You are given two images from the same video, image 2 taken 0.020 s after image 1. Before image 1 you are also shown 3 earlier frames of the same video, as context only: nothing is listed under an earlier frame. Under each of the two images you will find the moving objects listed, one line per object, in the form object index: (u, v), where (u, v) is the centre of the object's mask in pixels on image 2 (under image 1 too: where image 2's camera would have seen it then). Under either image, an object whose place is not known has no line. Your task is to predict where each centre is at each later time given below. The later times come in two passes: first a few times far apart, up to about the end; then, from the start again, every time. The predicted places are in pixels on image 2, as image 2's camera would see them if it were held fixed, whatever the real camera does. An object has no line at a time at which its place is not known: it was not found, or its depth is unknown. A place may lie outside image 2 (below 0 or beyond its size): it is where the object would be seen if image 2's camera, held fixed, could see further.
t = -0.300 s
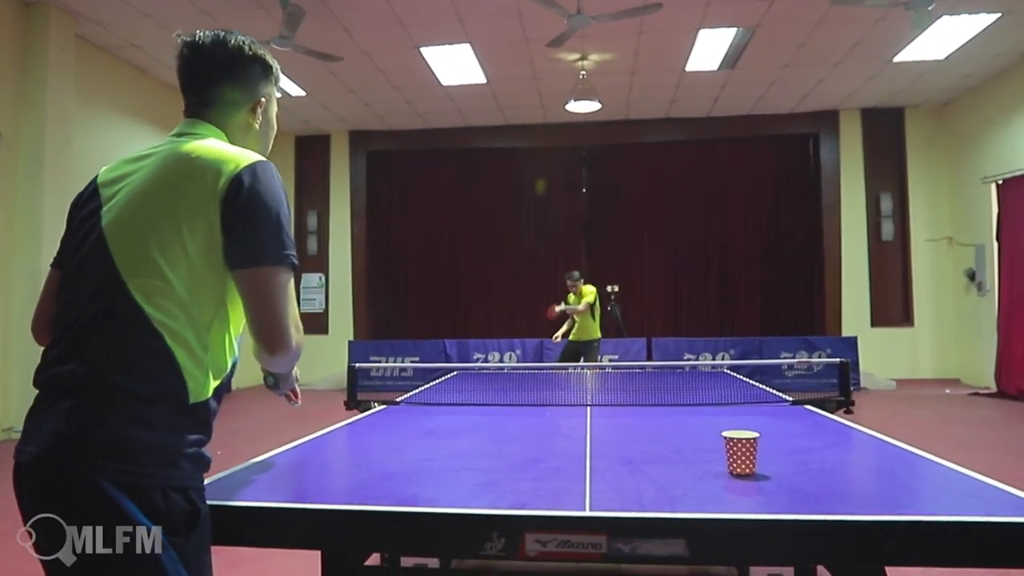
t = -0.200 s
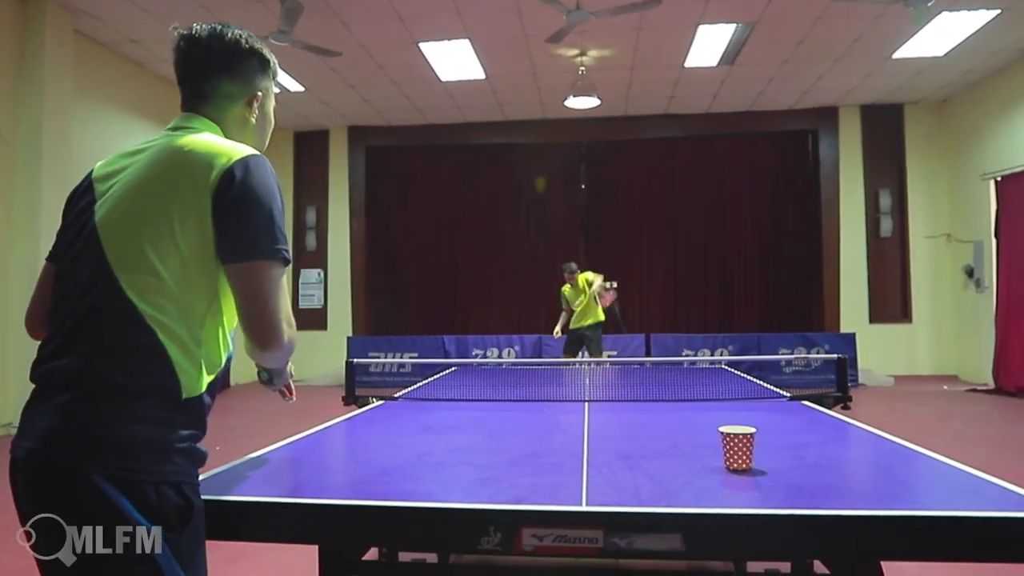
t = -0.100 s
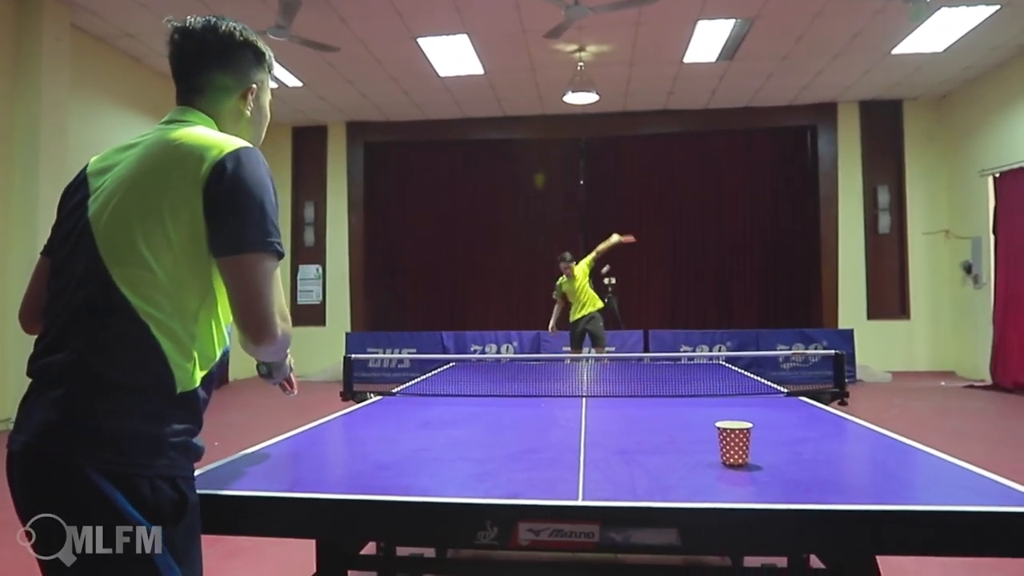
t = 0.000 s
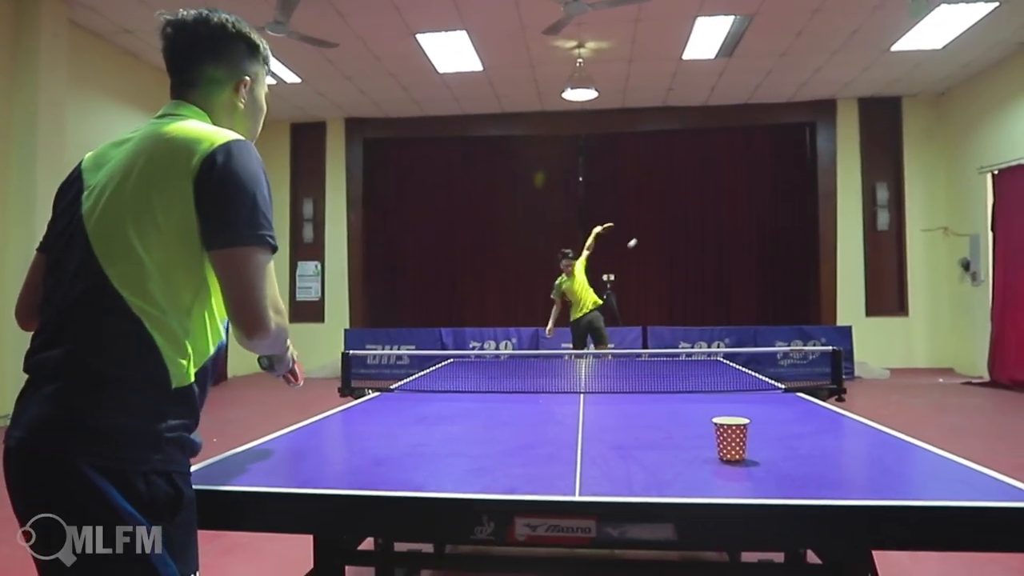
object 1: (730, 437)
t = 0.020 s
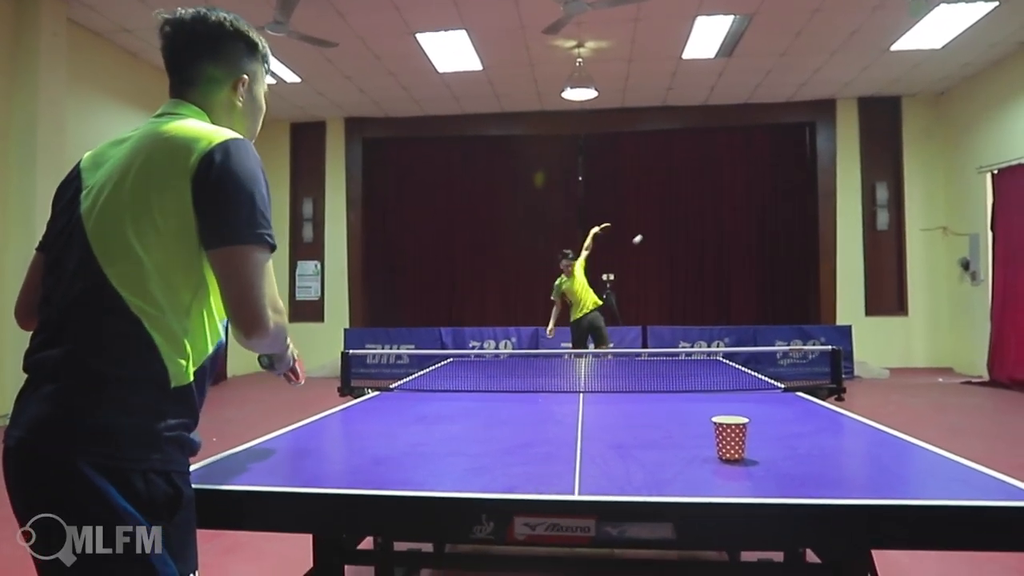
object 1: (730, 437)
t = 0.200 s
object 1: (730, 437)
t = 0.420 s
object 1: (730, 437)
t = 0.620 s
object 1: (615, 441)
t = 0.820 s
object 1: (515, 441)
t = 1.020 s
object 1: (473, 446)
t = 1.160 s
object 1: (458, 444)
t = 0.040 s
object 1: (730, 437)
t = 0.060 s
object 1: (730, 437)
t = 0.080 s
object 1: (730, 437)
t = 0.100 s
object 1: (730, 437)
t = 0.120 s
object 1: (730, 437)
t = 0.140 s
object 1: (730, 437)
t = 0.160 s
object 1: (730, 437)
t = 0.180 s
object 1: (730, 437)
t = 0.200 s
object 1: (730, 437)
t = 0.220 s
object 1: (730, 437)
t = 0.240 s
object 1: (730, 437)
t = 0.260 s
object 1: (730, 437)
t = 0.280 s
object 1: (730, 437)
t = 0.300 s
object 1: (730, 437)
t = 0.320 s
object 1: (730, 437)
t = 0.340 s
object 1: (730, 437)
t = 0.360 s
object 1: (730, 437)
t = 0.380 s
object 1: (730, 437)
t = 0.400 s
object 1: (730, 437)
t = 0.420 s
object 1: (730, 437)
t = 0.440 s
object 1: (724, 433)
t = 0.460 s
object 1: (708, 428)
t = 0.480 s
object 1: (696, 428)
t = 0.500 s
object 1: (683, 431)
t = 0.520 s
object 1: (672, 434)
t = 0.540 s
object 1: (660, 439)
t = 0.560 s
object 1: (648, 439)
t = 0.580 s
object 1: (636, 439)
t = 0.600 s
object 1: (627, 440)
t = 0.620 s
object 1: (615, 441)
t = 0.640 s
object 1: (601, 442)
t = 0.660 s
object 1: (592, 435)
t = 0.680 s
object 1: (582, 430)
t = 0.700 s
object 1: (573, 425)
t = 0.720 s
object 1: (562, 422)
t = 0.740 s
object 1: (553, 421)
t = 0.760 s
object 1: (543, 422)
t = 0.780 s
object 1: (533, 427)
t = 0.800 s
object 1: (525, 432)
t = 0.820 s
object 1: (515, 441)
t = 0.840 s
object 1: (506, 452)
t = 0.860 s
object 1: (499, 460)
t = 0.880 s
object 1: (495, 454)
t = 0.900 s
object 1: (491, 450)
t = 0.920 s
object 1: (488, 447)
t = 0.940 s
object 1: (485, 446)
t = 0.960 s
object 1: (482, 447)
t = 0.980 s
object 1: (479, 446)
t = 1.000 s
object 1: (476, 446)
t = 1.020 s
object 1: (473, 446)
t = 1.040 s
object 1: (471, 446)
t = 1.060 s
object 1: (468, 446)
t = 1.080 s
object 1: (466, 446)
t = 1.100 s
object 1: (464, 445)
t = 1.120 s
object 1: (462, 445)
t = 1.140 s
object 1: (460, 444)
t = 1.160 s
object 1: (458, 444)
